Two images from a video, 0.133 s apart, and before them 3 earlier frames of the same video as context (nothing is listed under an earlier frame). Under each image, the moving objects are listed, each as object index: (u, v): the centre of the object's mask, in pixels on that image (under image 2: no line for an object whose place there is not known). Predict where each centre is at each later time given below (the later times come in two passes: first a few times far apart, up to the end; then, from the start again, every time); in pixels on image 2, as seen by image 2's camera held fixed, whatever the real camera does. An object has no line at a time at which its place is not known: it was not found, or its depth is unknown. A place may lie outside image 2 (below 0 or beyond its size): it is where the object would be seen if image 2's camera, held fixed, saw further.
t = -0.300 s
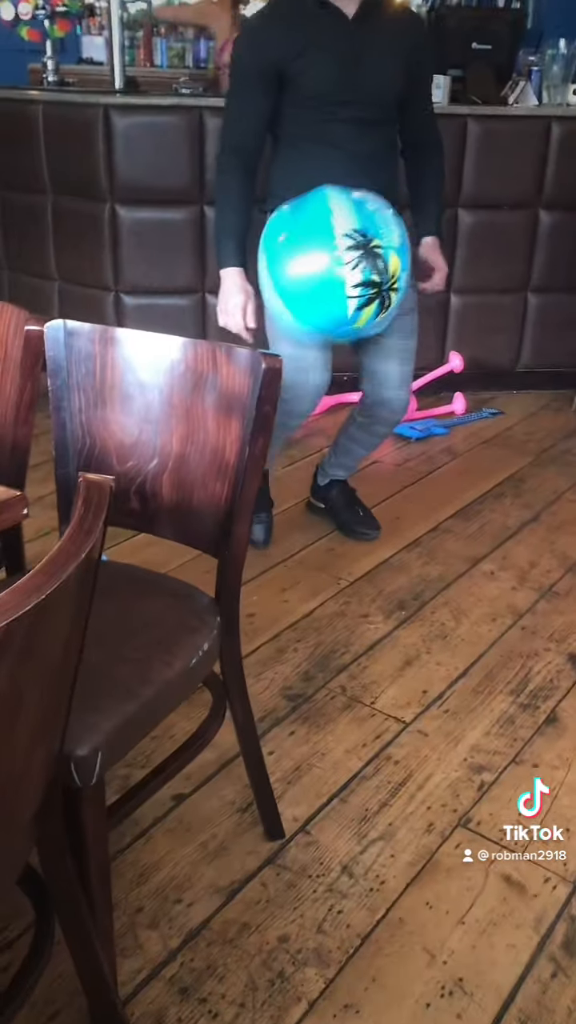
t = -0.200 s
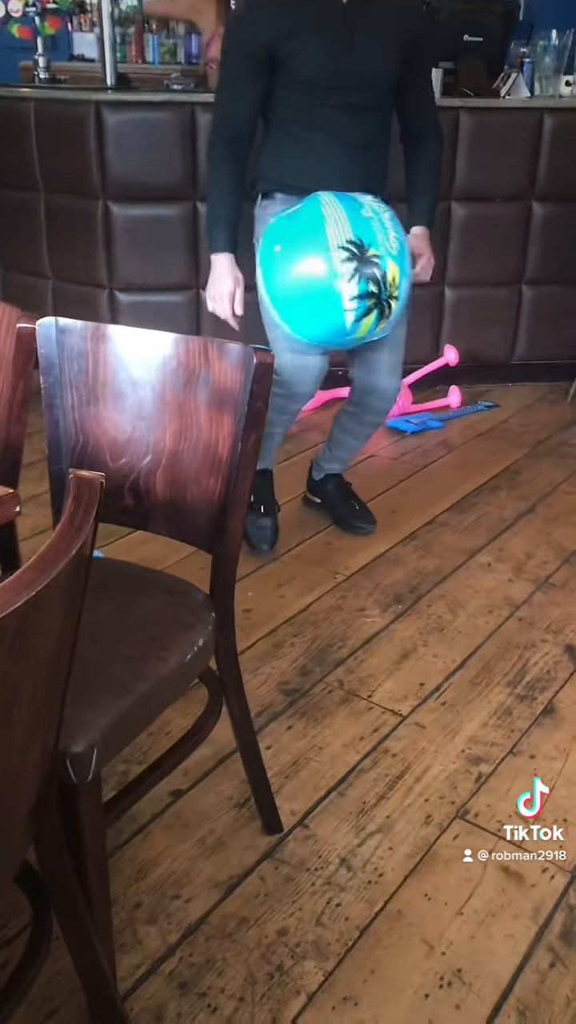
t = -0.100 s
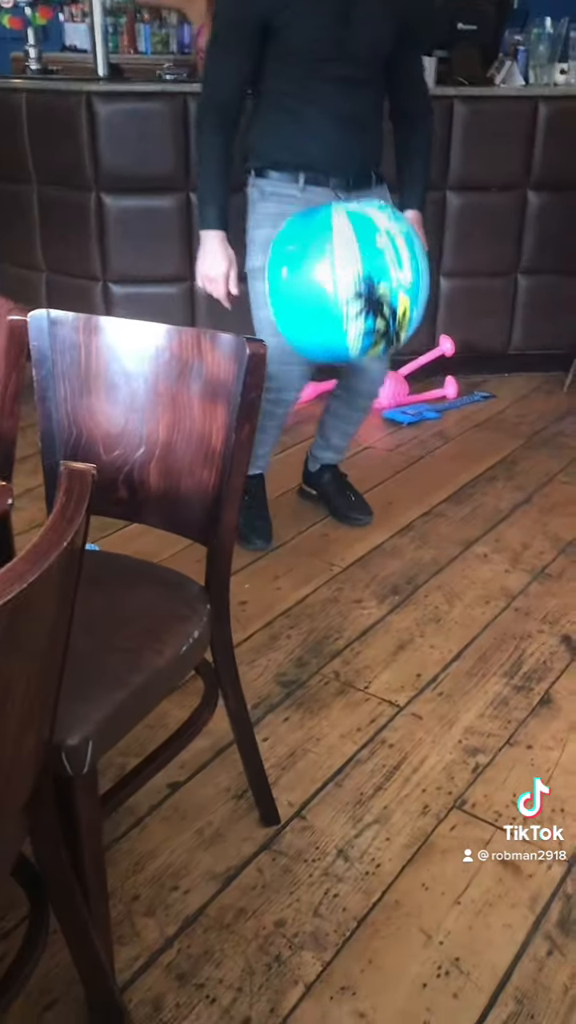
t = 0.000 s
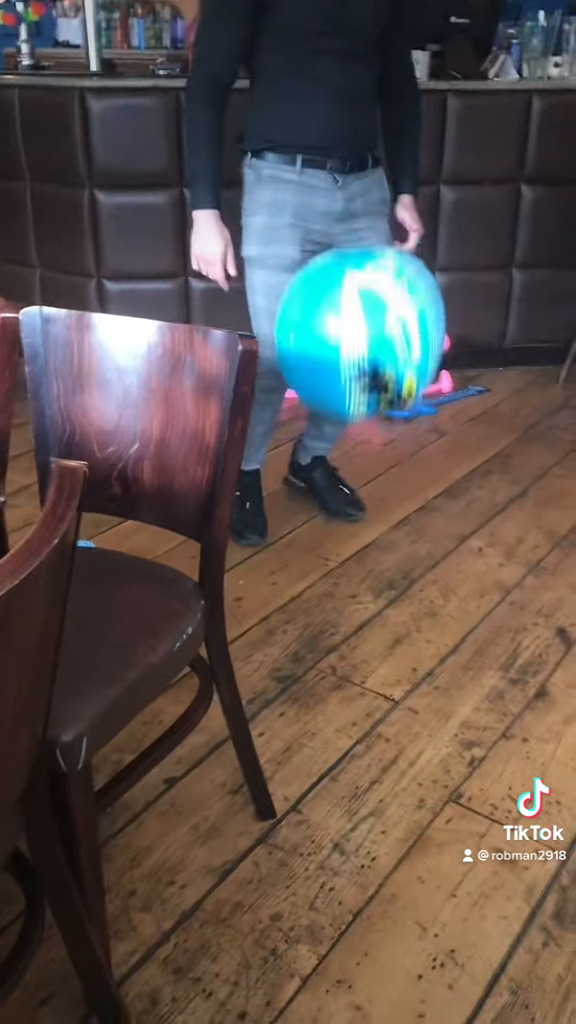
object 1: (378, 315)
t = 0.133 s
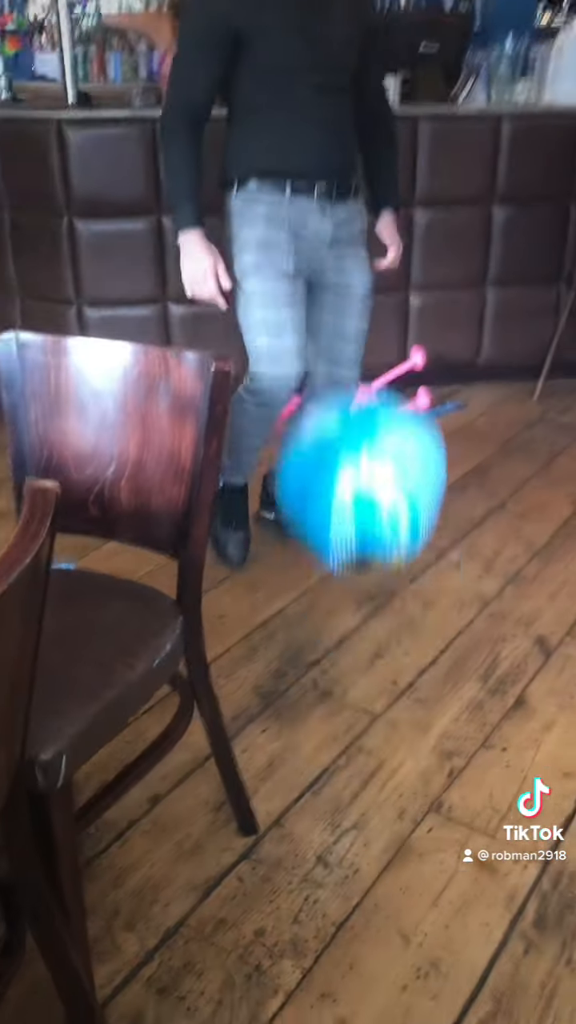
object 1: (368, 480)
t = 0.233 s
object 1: (380, 613)
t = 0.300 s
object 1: (390, 667)
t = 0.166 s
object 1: (371, 522)
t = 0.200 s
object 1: (376, 566)
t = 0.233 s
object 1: (380, 613)
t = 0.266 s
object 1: (384, 661)
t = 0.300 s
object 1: (390, 667)
